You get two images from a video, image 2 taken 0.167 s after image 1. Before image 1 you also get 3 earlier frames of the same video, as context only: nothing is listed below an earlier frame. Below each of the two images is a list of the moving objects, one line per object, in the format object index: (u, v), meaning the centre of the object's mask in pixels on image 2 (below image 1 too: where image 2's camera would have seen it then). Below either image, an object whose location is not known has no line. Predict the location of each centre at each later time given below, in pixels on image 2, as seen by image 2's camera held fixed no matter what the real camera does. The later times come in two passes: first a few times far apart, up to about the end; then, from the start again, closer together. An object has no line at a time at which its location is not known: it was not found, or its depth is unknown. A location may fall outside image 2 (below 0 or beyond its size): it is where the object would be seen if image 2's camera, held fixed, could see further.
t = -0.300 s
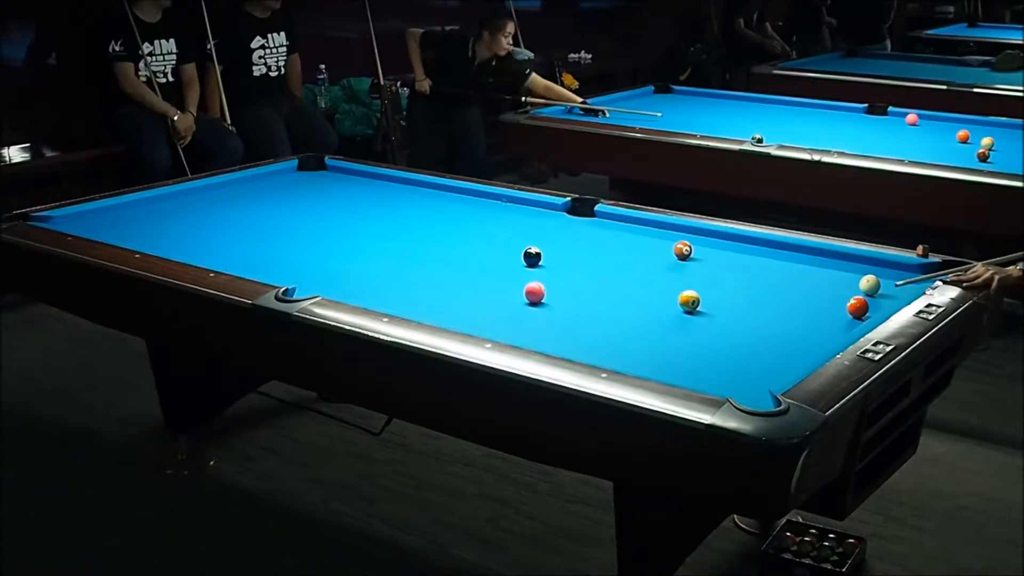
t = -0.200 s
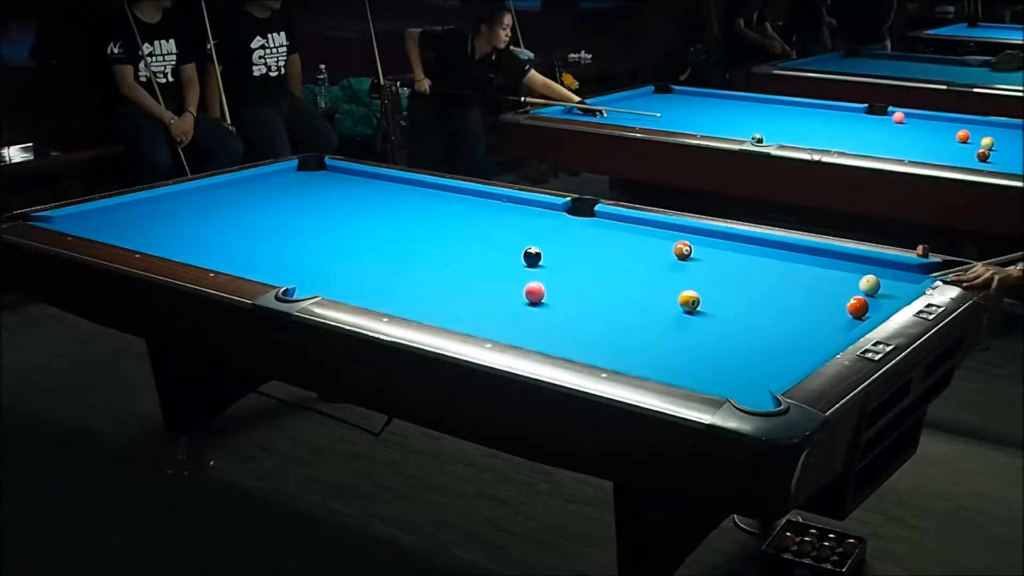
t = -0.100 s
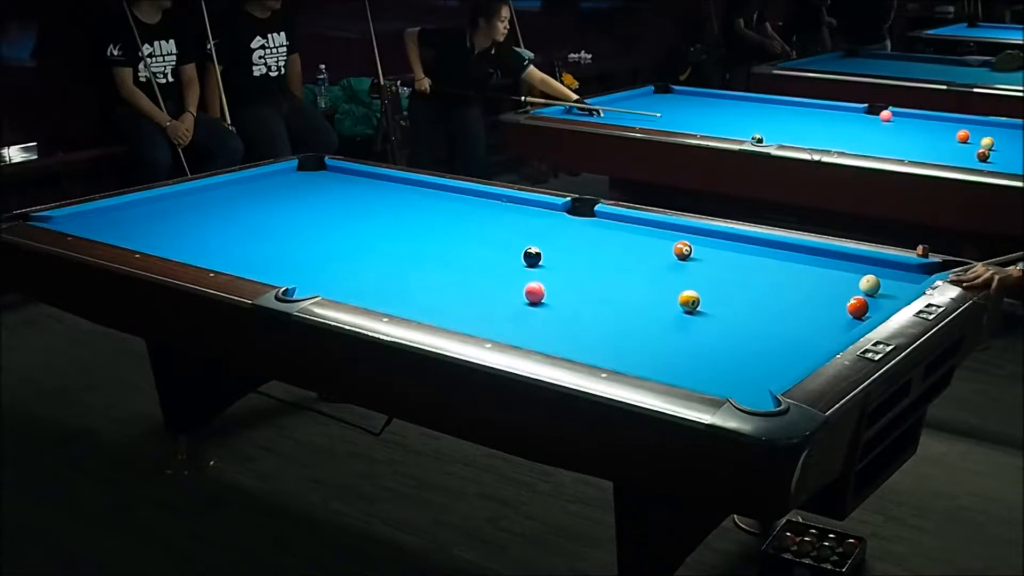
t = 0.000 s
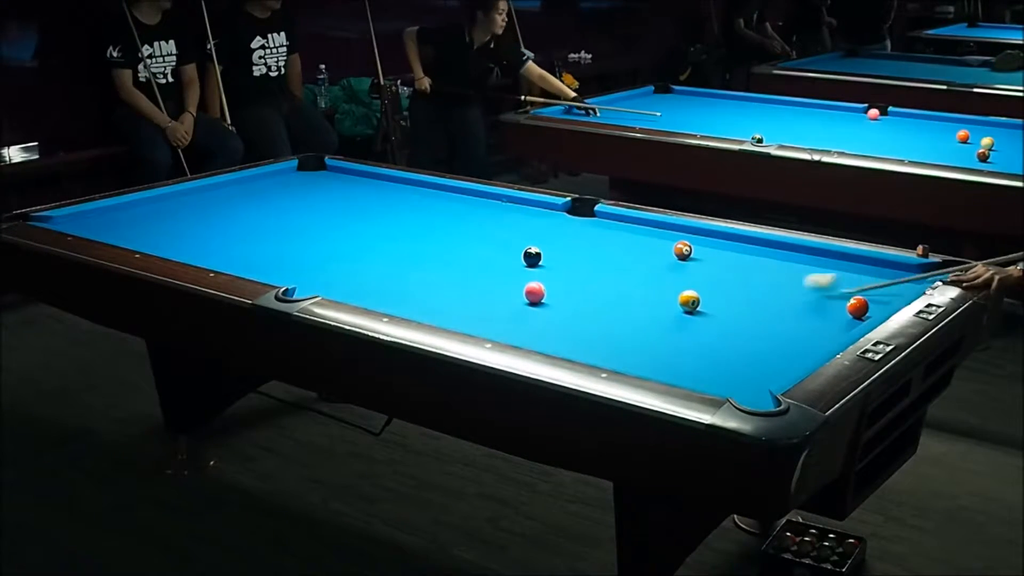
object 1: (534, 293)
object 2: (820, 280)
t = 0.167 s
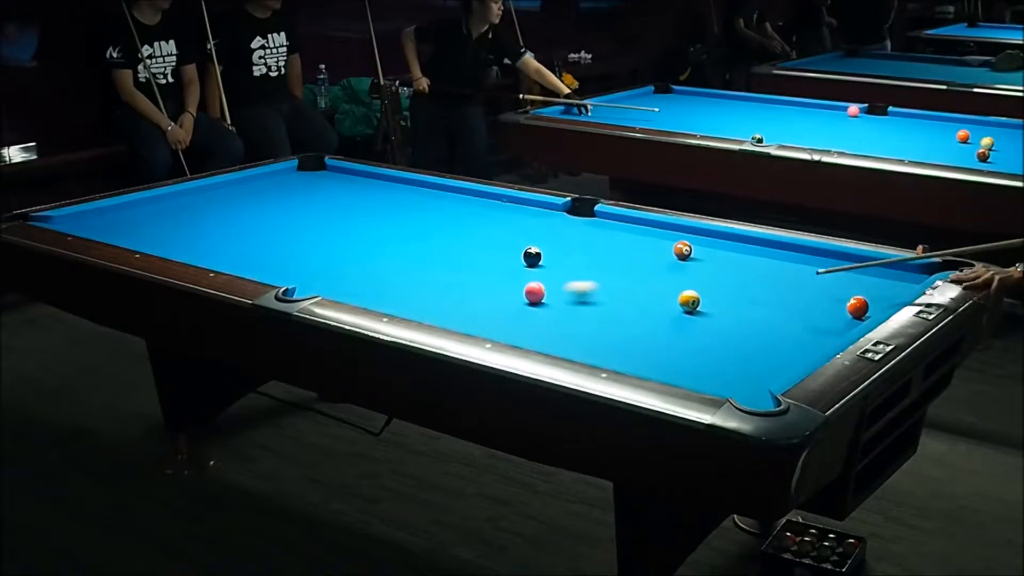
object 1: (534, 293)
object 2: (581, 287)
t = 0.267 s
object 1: (425, 294)
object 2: (554, 292)
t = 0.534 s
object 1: (331, 255)
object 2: (589, 290)
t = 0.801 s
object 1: (315, 220)
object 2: (630, 288)
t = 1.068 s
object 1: (302, 191)
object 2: (668, 287)
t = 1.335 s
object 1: (295, 168)
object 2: (704, 285)
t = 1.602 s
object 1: (336, 176)
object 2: (738, 284)
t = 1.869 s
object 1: (349, 191)
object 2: (769, 283)
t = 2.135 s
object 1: (363, 206)
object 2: (798, 281)
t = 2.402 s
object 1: (378, 223)
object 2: (825, 280)
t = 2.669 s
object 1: (395, 242)
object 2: (850, 279)
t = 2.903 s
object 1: (411, 259)
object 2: (871, 279)
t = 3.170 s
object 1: (430, 281)
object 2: (891, 278)
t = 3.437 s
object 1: (451, 304)
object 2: (910, 277)
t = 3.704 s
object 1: (477, 324)
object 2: (920, 274)
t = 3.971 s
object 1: (531, 332)
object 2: (917, 273)
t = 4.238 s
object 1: (583, 335)
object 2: (914, 271)
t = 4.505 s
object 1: (633, 339)
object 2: (911, 270)
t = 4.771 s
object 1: (682, 343)
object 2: (909, 269)
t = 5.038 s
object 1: (729, 346)
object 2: (908, 268)
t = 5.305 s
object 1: (774, 349)
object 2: (907, 268)
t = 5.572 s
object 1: (806, 349)
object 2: (908, 268)
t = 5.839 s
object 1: (793, 345)
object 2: (908, 268)
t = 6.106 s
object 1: (781, 339)
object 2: (908, 268)
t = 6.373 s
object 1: (770, 334)
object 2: (908, 268)
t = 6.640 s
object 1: (762, 330)
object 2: (908, 268)
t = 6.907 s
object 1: (755, 326)
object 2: (908, 268)
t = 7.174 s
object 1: (750, 324)
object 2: (907, 268)
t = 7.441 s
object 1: (747, 322)
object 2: (908, 268)
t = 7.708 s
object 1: (744, 320)
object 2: (908, 268)
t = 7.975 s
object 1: (743, 319)
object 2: (908, 268)
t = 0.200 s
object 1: (514, 291)
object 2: (555, 292)
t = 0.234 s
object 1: (469, 293)
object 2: (554, 292)
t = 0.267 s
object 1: (425, 294)
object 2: (554, 292)
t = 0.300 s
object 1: (381, 294)
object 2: (556, 292)
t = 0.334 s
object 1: (343, 291)
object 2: (559, 292)
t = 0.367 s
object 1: (340, 287)
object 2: (563, 292)
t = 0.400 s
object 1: (339, 280)
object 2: (567, 291)
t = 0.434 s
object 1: (337, 273)
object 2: (573, 291)
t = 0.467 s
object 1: (335, 267)
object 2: (578, 291)
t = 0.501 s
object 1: (333, 261)
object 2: (583, 290)
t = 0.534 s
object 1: (331, 255)
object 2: (589, 290)
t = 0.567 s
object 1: (329, 250)
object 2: (594, 290)
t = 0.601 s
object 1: (327, 245)
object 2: (599, 290)
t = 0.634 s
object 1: (325, 241)
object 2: (604, 290)
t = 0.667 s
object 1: (323, 236)
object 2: (610, 289)
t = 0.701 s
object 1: (321, 232)
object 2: (615, 289)
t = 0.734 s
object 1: (319, 228)
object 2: (620, 289)
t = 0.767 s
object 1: (317, 224)
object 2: (625, 289)
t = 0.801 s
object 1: (315, 220)
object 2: (630, 288)
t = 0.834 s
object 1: (313, 216)
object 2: (635, 288)
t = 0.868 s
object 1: (312, 212)
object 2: (640, 288)
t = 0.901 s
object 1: (310, 208)
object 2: (645, 288)
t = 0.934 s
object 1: (308, 205)
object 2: (649, 288)
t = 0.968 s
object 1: (307, 201)
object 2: (654, 287)
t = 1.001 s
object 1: (305, 198)
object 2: (659, 287)
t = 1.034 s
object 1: (303, 195)
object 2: (663, 287)
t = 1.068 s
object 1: (302, 191)
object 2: (668, 287)
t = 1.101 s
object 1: (300, 188)
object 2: (673, 286)
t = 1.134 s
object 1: (299, 185)
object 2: (677, 286)
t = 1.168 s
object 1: (298, 182)
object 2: (681, 285)
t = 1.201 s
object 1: (296, 179)
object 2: (686, 284)
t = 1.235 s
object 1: (295, 176)
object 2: (691, 283)
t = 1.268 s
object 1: (294, 173)
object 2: (696, 284)
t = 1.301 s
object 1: (292, 171)
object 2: (700, 285)
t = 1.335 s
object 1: (295, 168)
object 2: (704, 285)
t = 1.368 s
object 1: (307, 168)
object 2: (709, 285)
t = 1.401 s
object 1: (319, 167)
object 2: (713, 285)
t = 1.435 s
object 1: (329, 168)
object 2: (717, 284)
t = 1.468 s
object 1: (330, 169)
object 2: (721, 284)
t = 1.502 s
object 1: (331, 171)
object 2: (725, 284)
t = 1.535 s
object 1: (332, 173)
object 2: (730, 284)
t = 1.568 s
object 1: (334, 175)
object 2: (734, 284)
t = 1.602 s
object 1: (336, 176)
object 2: (738, 284)
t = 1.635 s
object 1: (337, 179)
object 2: (742, 283)
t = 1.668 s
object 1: (339, 180)
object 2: (746, 283)
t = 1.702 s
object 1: (340, 182)
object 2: (750, 283)
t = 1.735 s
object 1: (342, 184)
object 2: (754, 283)
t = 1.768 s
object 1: (343, 186)
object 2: (758, 283)
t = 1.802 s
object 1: (346, 187)
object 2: (761, 283)
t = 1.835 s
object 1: (347, 189)
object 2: (765, 283)
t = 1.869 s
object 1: (349, 191)
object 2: (769, 283)
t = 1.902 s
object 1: (351, 193)
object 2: (773, 282)
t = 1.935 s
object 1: (352, 195)
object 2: (777, 282)
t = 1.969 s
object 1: (354, 197)
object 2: (780, 282)
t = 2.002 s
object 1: (356, 198)
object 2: (784, 282)
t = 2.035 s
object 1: (358, 200)
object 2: (788, 282)
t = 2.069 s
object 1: (360, 202)
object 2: (791, 282)
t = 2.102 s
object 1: (361, 205)
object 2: (795, 281)
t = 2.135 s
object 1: (363, 206)
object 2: (798, 281)
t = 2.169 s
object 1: (365, 208)
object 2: (802, 281)
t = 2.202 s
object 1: (367, 211)
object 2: (805, 281)
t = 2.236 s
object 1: (369, 213)
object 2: (808, 281)
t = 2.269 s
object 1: (371, 214)
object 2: (812, 281)
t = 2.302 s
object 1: (373, 217)
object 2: (816, 280)
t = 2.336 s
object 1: (375, 219)
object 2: (819, 280)
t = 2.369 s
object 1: (377, 221)
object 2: (822, 280)
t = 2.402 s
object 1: (378, 223)
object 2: (825, 280)
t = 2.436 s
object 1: (380, 225)
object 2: (829, 280)
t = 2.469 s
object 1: (382, 228)
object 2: (832, 280)
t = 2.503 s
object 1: (385, 230)
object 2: (835, 280)
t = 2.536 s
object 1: (386, 232)
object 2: (838, 280)
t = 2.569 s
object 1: (389, 235)
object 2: (841, 280)
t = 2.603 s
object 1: (391, 237)
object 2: (844, 280)
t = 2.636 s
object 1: (393, 239)
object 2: (847, 279)
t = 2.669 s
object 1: (395, 242)
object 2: (850, 279)
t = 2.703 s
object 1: (397, 244)
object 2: (853, 279)
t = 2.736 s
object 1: (400, 246)
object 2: (856, 279)
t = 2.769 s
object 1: (401, 249)
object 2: (859, 279)
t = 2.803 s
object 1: (404, 251)
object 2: (862, 279)
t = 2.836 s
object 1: (406, 254)
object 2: (865, 279)
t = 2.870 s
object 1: (409, 256)
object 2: (868, 279)
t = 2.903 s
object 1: (411, 259)
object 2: (871, 279)
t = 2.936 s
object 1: (413, 261)
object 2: (873, 279)
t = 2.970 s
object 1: (416, 264)
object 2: (876, 278)
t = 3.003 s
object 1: (418, 267)
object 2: (878, 278)
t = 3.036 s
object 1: (420, 269)
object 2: (881, 278)
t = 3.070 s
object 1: (423, 272)
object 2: (884, 278)
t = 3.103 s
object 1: (425, 275)
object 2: (886, 278)
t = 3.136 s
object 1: (427, 277)
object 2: (889, 278)
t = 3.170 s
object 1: (430, 281)
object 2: (891, 278)
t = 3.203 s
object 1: (432, 283)
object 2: (894, 278)
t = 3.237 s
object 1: (435, 286)
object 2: (896, 278)
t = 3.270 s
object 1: (438, 289)
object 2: (899, 278)
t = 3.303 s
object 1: (440, 292)
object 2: (901, 277)
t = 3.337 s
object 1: (443, 295)
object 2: (903, 277)
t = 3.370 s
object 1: (445, 298)
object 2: (905, 277)
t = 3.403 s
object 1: (448, 301)
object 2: (908, 277)
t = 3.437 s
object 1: (451, 304)
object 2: (910, 277)
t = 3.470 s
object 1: (454, 307)
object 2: (912, 277)
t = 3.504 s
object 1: (456, 310)
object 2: (914, 276)
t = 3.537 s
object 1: (459, 314)
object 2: (916, 276)
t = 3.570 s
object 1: (462, 316)
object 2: (918, 275)
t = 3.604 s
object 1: (465, 318)
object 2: (920, 275)
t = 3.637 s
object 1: (468, 321)
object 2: (921, 275)
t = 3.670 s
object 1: (472, 323)
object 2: (921, 274)
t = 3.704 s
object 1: (477, 324)
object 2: (920, 274)
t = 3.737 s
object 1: (484, 325)
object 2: (920, 274)
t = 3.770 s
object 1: (491, 326)
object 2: (920, 274)
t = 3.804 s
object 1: (497, 327)
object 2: (919, 274)
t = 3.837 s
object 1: (504, 328)
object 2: (919, 274)
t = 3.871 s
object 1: (511, 329)
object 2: (918, 274)
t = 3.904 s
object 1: (517, 330)
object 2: (918, 274)
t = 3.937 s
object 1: (524, 331)
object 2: (918, 273)
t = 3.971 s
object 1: (531, 332)
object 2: (917, 273)
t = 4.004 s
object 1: (538, 332)
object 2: (917, 273)
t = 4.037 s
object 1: (544, 332)
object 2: (917, 273)
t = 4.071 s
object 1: (551, 333)
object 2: (916, 273)
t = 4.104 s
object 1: (557, 334)
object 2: (915, 272)
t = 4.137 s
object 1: (563, 334)
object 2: (915, 272)
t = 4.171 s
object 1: (570, 334)
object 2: (915, 272)
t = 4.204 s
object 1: (577, 335)
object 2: (914, 271)
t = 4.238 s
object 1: (583, 335)
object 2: (914, 271)
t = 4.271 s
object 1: (590, 336)
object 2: (914, 271)
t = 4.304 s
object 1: (596, 336)
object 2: (913, 271)
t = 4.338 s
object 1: (602, 337)
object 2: (913, 270)
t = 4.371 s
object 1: (608, 337)
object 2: (912, 270)
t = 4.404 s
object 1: (615, 338)
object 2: (912, 270)
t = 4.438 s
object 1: (621, 338)
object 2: (911, 270)
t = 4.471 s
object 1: (627, 338)
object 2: (911, 270)
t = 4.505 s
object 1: (633, 339)
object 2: (911, 270)
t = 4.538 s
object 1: (640, 339)
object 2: (910, 269)
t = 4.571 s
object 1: (646, 340)
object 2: (910, 269)
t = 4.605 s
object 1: (652, 340)
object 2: (910, 269)
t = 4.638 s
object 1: (658, 340)
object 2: (910, 269)
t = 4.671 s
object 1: (664, 341)
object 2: (910, 269)
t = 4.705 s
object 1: (670, 342)
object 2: (909, 269)
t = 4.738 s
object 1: (676, 342)
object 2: (909, 269)
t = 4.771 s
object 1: (682, 343)
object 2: (909, 269)
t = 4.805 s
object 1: (688, 343)
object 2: (909, 269)
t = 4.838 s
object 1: (694, 343)
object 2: (909, 269)
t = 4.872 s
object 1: (700, 344)
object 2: (909, 268)
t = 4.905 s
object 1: (705, 345)
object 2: (909, 268)
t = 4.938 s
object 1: (711, 345)
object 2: (909, 268)
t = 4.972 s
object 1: (717, 345)
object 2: (908, 268)
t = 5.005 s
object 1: (723, 345)
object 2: (908, 268)
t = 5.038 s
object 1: (729, 346)
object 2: (908, 268)
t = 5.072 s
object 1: (735, 347)
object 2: (908, 268)
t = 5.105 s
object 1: (740, 347)
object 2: (908, 268)
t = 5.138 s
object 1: (746, 347)
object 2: (908, 268)
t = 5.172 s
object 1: (751, 348)
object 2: (907, 268)
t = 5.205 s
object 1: (757, 348)
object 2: (908, 268)
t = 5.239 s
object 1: (763, 349)
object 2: (908, 268)
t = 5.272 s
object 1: (768, 349)
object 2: (908, 268)
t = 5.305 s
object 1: (774, 349)
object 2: (907, 268)
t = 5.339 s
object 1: (779, 350)
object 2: (908, 268)
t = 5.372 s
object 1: (784, 351)
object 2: (908, 268)
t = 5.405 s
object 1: (790, 351)
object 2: (908, 268)
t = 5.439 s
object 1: (795, 351)
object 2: (908, 268)
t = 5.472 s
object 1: (800, 351)
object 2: (908, 268)
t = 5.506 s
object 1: (805, 350)
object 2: (908, 268)
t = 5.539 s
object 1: (808, 350)
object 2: (908, 268)
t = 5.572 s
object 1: (806, 349)
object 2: (908, 268)
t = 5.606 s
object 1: (805, 349)
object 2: (908, 268)
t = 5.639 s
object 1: (803, 349)
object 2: (908, 268)
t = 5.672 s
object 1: (801, 349)
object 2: (908, 268)
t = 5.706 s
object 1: (800, 348)
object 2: (908, 268)
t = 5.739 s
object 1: (798, 347)
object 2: (908, 268)
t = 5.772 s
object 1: (796, 346)
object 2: (908, 268)
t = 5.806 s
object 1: (794, 345)
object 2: (908, 268)
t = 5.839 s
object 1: (793, 345)
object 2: (908, 268)
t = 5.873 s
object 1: (791, 344)
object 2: (908, 268)
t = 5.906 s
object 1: (789, 343)
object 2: (908, 268)
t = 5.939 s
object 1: (788, 342)
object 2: (908, 268)
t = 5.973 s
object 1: (786, 342)
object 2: (908, 268)
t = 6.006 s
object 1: (785, 341)
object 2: (908, 268)
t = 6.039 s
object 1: (783, 340)
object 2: (908, 268)
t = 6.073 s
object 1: (782, 339)
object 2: (908, 268)
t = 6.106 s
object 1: (781, 339)
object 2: (908, 268)
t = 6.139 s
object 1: (779, 338)
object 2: (908, 268)
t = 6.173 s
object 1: (778, 338)
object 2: (908, 268)
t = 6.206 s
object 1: (776, 337)
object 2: (908, 268)
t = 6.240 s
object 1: (775, 336)
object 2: (908, 268)
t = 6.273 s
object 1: (774, 335)
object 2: (908, 268)
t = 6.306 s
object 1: (773, 335)
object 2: (908, 268)
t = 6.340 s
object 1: (771, 334)
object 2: (908, 268)
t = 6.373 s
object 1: (770, 334)
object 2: (908, 268)
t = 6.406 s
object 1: (769, 333)
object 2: (908, 268)
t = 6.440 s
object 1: (768, 333)
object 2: (908, 268)
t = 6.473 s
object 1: (767, 332)
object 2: (908, 268)
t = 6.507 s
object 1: (766, 332)
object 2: (908, 268)
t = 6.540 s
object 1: (765, 331)
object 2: (908, 268)
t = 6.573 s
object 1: (764, 331)
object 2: (908, 268)
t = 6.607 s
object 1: (763, 330)
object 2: (908, 268)
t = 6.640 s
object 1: (762, 330)
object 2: (908, 268)
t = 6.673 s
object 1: (761, 329)
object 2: (908, 268)
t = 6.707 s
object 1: (760, 329)
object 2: (908, 268)
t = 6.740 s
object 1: (759, 328)
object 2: (908, 268)
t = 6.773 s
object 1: (758, 328)
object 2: (908, 268)
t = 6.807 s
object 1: (757, 328)
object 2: (908, 268)
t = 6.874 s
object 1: (756, 327)
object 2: (908, 268)
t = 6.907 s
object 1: (755, 326)
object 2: (908, 268)
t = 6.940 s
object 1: (754, 326)
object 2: (908, 268)
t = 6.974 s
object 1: (754, 326)
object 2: (908, 268)
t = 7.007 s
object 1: (753, 325)
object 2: (907, 268)
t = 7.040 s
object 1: (752, 325)
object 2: (908, 268)
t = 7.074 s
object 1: (752, 325)
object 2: (908, 268)
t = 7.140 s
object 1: (750, 324)
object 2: (907, 268)
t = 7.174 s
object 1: (750, 324)
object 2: (907, 268)
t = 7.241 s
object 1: (749, 323)
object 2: (908, 268)
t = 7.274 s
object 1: (749, 323)
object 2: (908, 268)
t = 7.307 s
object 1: (748, 323)
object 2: (908, 268)
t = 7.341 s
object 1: (748, 322)
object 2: (908, 268)
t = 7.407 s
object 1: (747, 322)
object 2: (907, 268)
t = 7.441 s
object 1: (747, 322)
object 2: (908, 268)
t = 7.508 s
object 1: (746, 321)
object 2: (907, 268)
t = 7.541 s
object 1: (746, 321)
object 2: (908, 268)
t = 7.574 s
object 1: (745, 321)
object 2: (907, 268)
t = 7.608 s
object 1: (745, 320)
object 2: (908, 268)
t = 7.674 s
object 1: (744, 320)
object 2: (907, 268)
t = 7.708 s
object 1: (744, 320)
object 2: (908, 268)
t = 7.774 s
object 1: (744, 320)
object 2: (907, 268)
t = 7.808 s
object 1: (744, 320)
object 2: (908, 268)
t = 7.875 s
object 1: (743, 320)
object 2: (908, 268)
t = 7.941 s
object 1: (743, 319)
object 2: (908, 268)
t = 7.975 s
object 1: (743, 319)
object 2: (908, 268)
